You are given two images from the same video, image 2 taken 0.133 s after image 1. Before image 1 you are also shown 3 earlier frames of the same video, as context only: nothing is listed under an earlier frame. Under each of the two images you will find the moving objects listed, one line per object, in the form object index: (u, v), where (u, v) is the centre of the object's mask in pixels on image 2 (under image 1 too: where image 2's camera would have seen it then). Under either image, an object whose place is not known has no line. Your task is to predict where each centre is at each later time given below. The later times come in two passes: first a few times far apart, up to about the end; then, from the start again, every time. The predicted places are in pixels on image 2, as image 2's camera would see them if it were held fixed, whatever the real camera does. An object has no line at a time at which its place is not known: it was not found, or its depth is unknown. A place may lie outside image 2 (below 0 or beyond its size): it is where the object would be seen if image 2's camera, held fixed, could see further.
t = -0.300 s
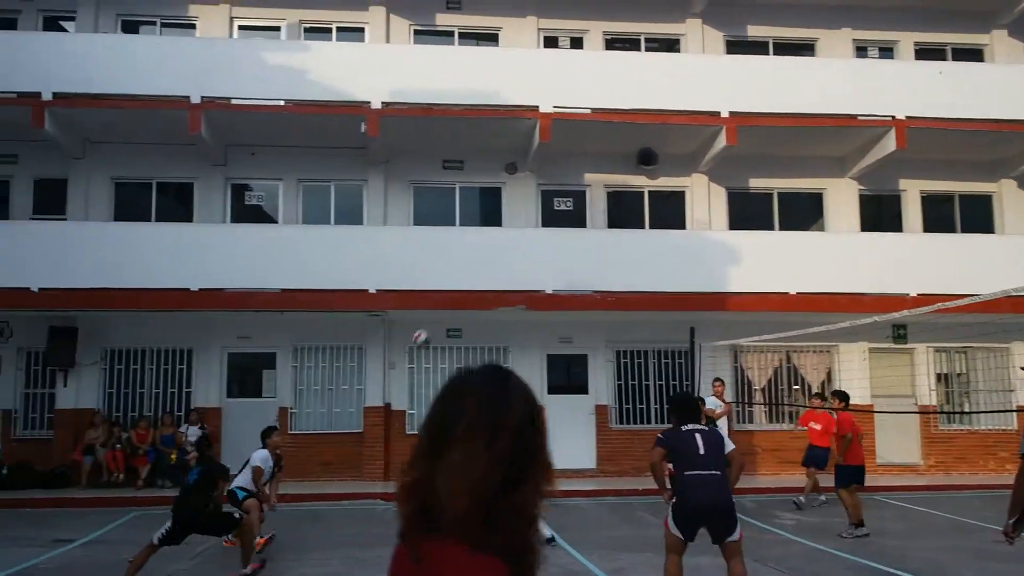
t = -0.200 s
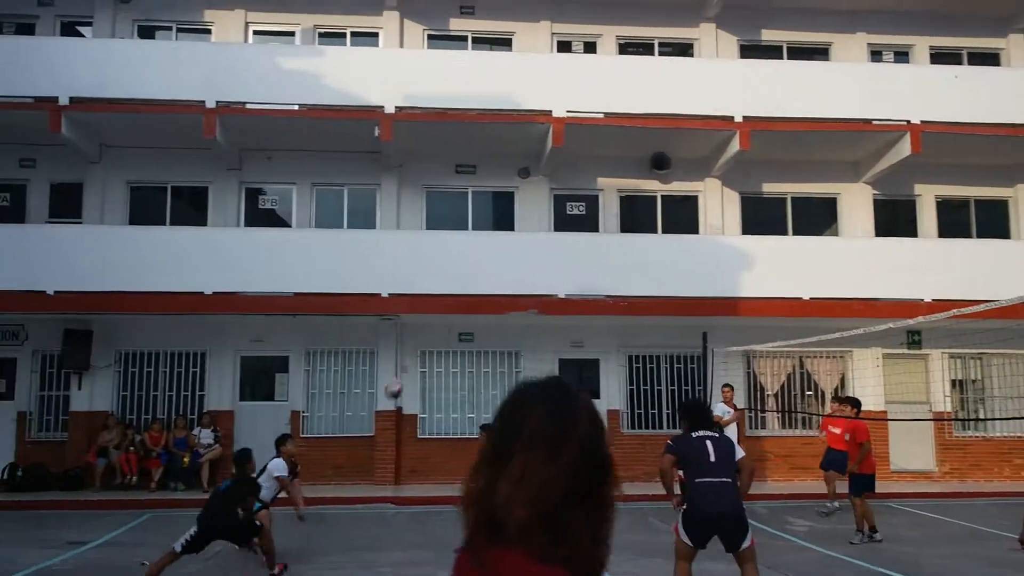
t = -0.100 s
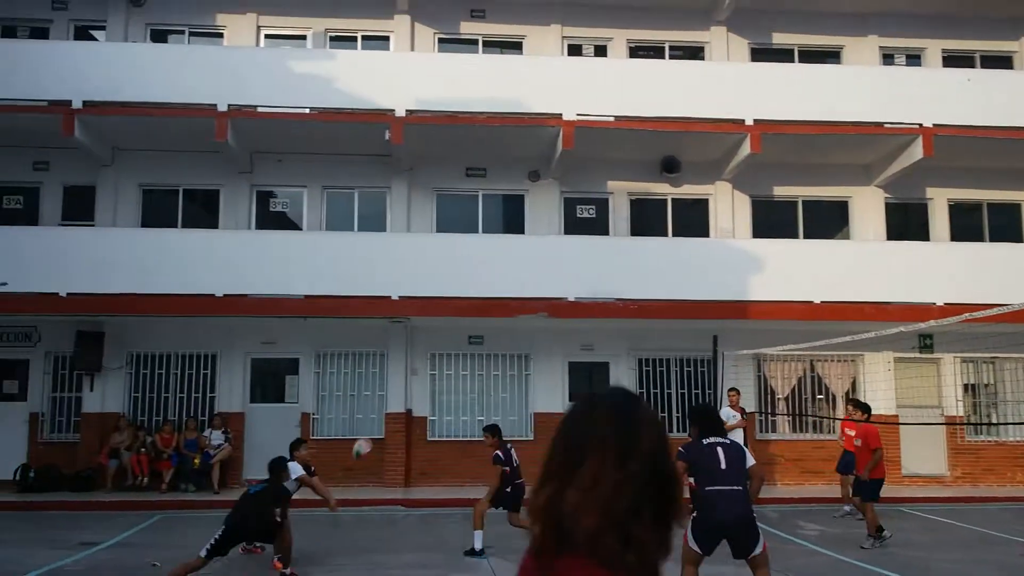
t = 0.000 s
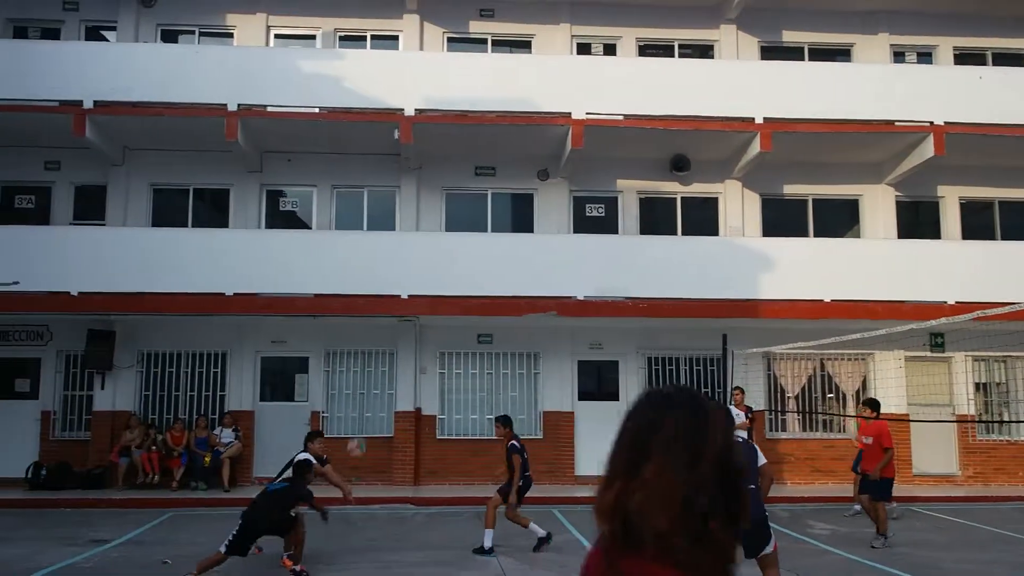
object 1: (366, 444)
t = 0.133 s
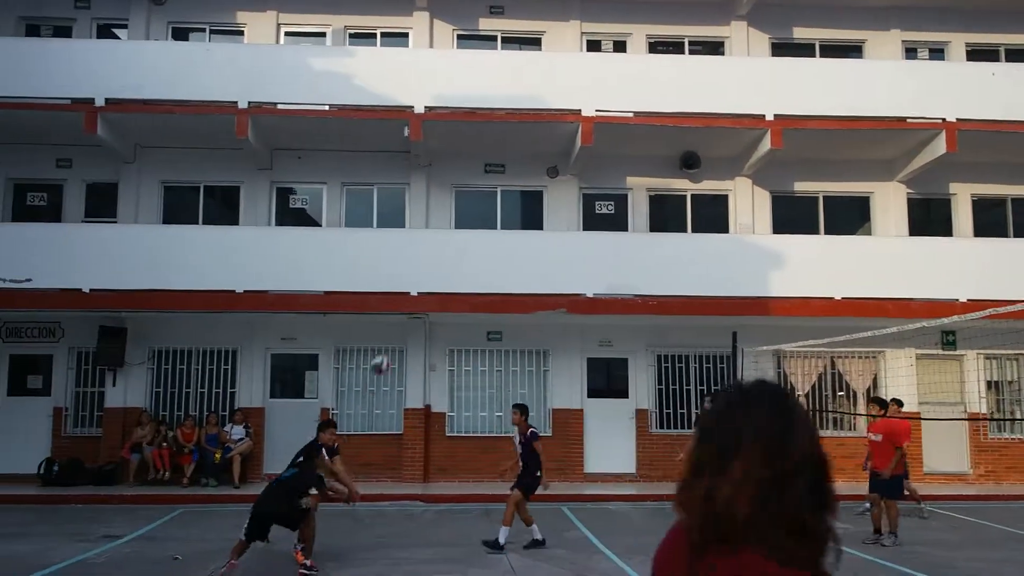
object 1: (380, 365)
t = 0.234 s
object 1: (390, 313)
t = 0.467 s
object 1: (415, 229)
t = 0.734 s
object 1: (444, 191)
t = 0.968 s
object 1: (473, 214)
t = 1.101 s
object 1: (489, 257)
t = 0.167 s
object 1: (383, 347)
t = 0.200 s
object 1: (388, 329)
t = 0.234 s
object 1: (390, 313)
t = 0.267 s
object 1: (394, 299)
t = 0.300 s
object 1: (398, 285)
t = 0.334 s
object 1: (401, 272)
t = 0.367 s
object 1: (405, 259)
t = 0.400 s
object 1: (408, 249)
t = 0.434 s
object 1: (412, 238)
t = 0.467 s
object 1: (415, 229)
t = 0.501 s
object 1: (419, 221)
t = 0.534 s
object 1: (423, 213)
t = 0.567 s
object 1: (427, 207)
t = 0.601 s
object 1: (431, 202)
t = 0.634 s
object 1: (433, 197)
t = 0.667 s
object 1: (437, 194)
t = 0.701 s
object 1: (441, 192)
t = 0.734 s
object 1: (444, 191)
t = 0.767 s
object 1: (449, 191)
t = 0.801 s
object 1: (452, 193)
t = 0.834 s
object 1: (456, 194)
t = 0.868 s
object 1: (459, 197)
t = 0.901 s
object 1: (464, 202)
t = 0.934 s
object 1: (469, 207)
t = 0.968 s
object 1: (473, 214)
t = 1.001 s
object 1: (476, 223)
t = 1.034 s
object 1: (481, 233)
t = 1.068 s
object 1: (485, 244)
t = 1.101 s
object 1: (489, 257)
